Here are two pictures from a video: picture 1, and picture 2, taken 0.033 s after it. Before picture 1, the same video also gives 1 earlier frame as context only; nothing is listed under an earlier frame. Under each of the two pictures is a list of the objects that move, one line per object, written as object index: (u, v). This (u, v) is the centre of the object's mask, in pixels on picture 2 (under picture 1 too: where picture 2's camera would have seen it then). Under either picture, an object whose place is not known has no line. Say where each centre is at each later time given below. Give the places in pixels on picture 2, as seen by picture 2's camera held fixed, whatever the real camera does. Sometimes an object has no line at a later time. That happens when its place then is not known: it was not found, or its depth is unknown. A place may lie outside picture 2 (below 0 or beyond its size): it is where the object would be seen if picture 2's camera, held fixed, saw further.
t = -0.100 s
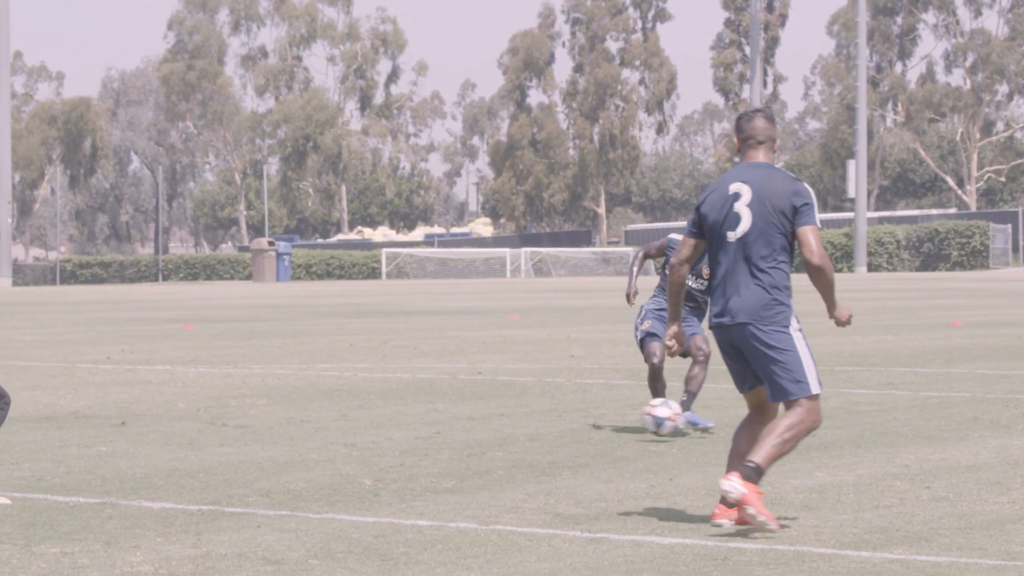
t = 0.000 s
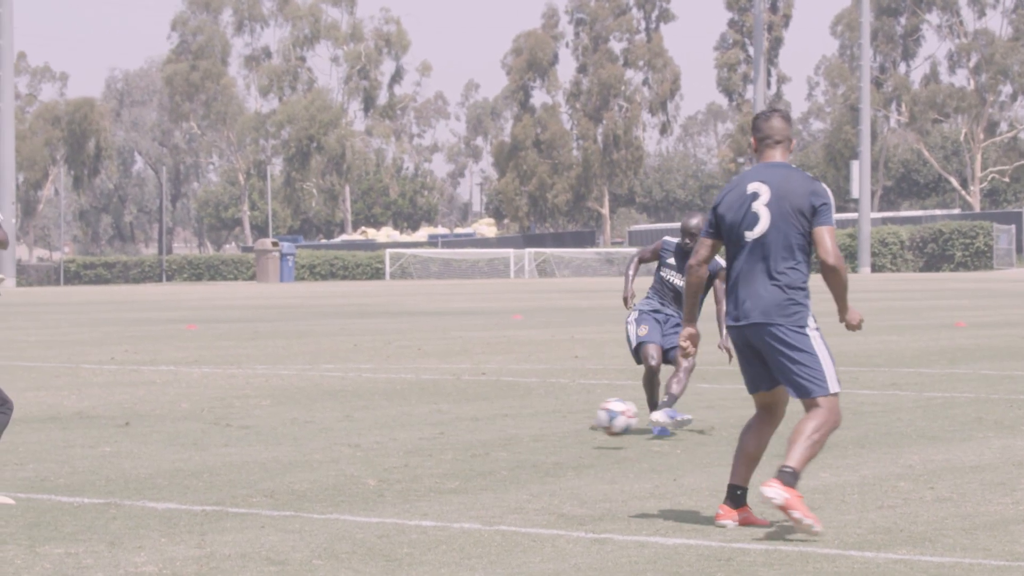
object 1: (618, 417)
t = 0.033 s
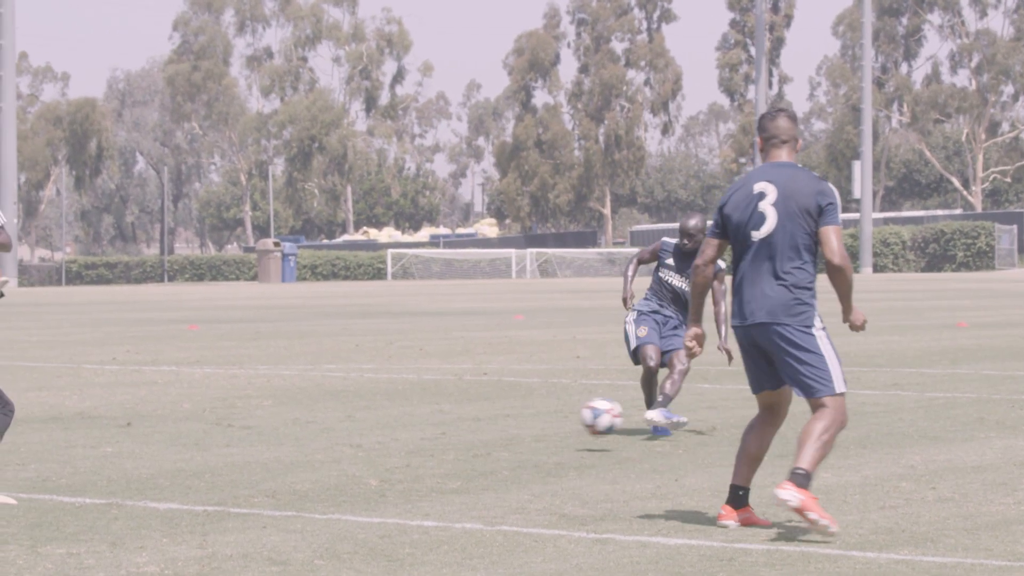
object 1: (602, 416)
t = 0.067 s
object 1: (585, 417)
